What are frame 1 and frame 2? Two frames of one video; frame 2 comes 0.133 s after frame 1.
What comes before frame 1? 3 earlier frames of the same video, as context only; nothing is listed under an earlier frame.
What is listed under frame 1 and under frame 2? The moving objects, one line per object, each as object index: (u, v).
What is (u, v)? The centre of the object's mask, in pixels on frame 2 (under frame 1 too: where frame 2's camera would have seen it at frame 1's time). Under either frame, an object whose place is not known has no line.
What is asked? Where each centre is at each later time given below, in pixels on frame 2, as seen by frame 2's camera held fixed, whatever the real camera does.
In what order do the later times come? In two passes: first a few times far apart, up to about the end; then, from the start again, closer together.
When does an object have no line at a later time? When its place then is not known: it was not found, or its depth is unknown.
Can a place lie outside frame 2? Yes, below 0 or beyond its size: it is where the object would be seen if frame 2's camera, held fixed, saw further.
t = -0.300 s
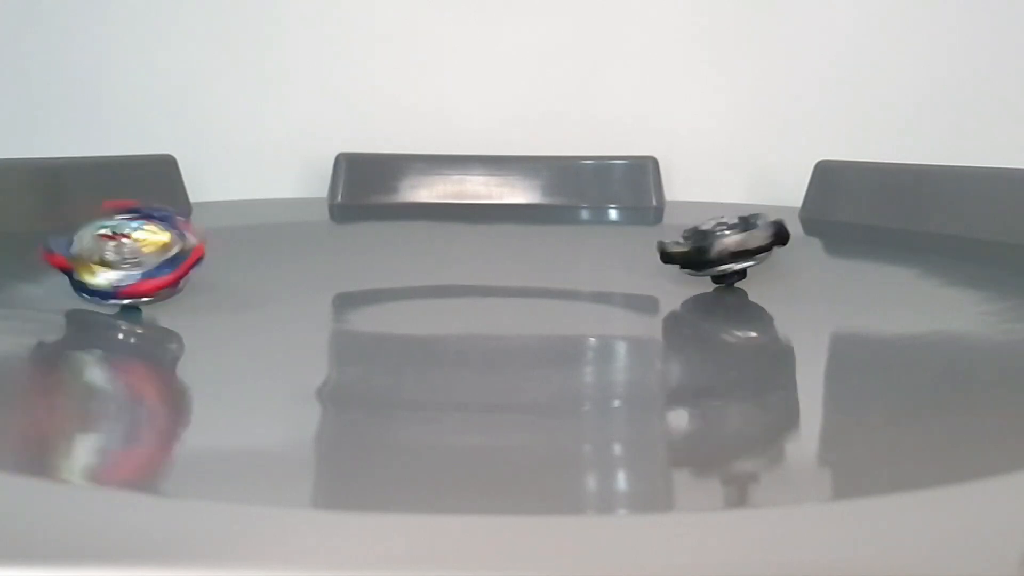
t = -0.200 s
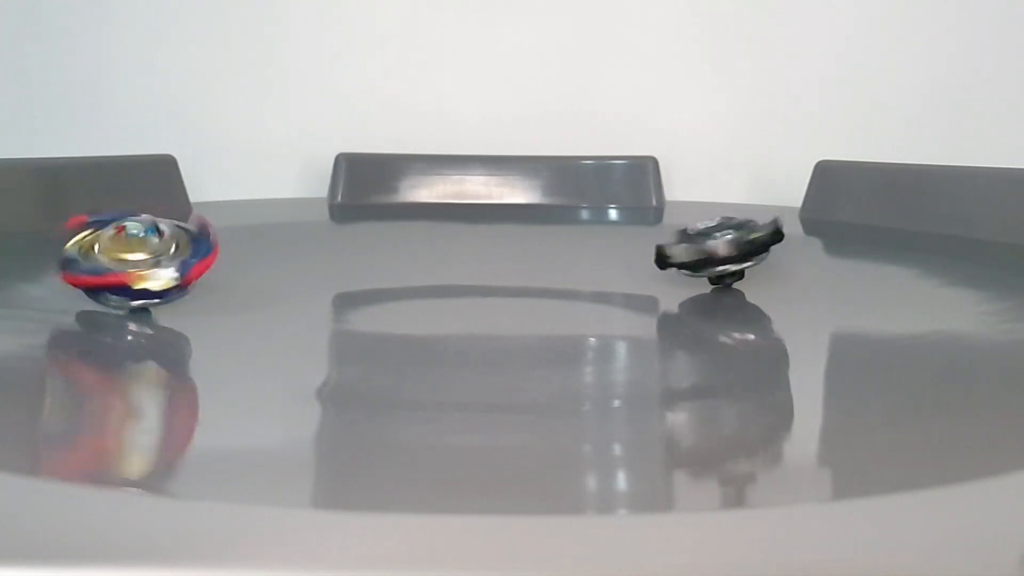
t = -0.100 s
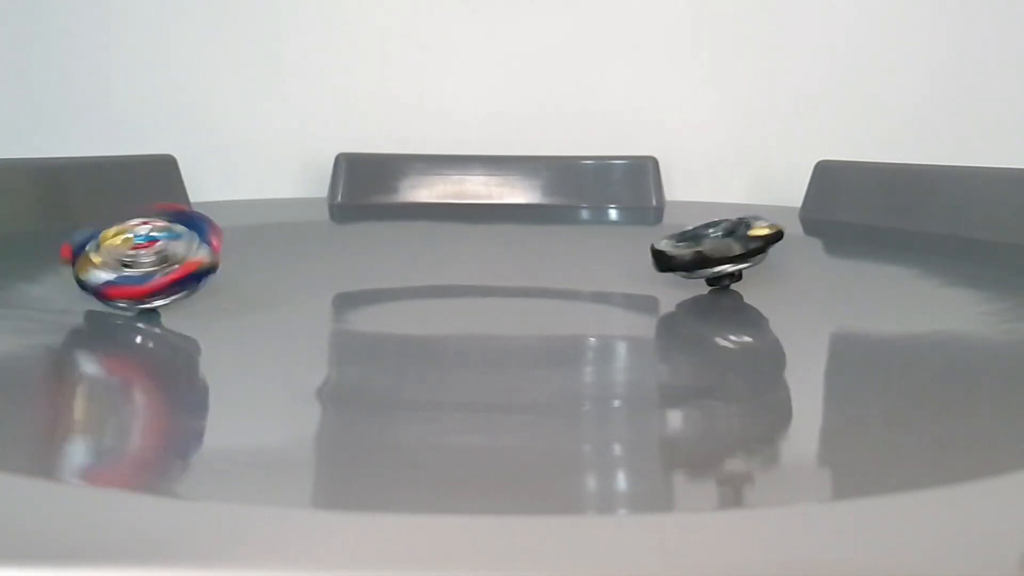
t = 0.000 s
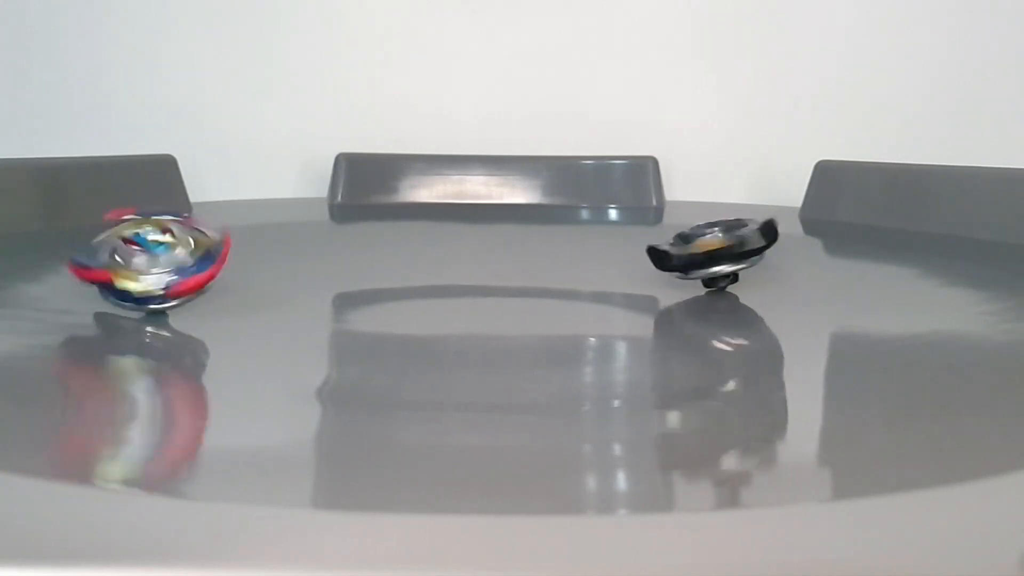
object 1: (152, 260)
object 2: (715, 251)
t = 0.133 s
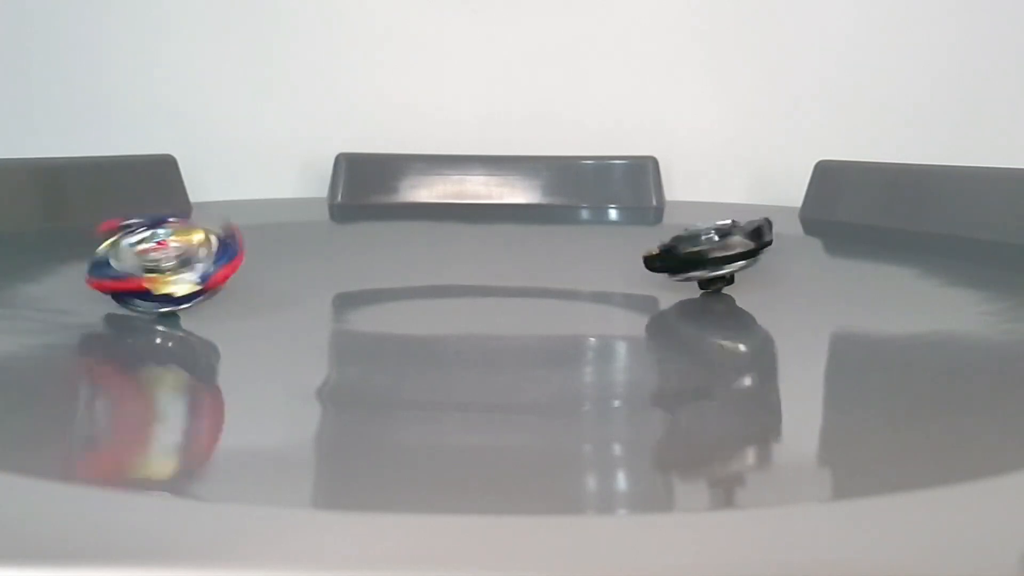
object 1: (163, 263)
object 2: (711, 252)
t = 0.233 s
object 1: (175, 264)
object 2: (708, 253)
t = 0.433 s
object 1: (189, 268)
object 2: (700, 256)
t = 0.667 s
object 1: (209, 268)
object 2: (694, 258)
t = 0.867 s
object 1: (227, 272)
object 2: (686, 260)
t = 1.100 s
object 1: (251, 274)
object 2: (678, 263)
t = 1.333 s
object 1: (276, 277)
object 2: (668, 264)
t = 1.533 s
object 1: (301, 280)
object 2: (663, 266)
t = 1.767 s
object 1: (332, 284)
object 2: (651, 267)
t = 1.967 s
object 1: (359, 286)
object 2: (644, 269)
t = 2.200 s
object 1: (390, 288)
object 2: (633, 270)
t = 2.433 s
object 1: (426, 289)
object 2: (622, 272)
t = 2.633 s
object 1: (457, 290)
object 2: (614, 272)
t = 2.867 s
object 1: (487, 293)
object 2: (610, 273)
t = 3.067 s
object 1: (470, 289)
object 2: (643, 271)
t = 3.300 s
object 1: (450, 294)
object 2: (679, 266)
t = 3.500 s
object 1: (431, 291)
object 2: (714, 261)
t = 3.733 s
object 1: (423, 291)
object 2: (737, 259)
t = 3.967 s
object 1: (414, 291)
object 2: (760, 254)
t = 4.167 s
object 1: (406, 290)
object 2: (778, 252)
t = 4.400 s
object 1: (403, 288)
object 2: (795, 248)
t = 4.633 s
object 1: (406, 289)
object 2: (805, 247)
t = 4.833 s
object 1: (410, 289)
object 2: (813, 242)
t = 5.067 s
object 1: (415, 289)
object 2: (819, 242)
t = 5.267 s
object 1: (415, 291)
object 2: (821, 241)
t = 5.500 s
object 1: (414, 291)
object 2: (820, 239)
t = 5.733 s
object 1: (413, 291)
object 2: (821, 238)
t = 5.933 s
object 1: (411, 292)
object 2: (820, 239)
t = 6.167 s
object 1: (413, 292)
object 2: (816, 238)
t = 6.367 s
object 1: (414, 292)
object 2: (815, 238)
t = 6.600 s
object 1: (415, 293)
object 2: (813, 240)
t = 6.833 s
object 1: (418, 292)
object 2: (810, 241)
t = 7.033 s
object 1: (419, 293)
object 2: (807, 241)
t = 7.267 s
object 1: (422, 293)
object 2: (804, 243)
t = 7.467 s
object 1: (422, 294)
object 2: (802, 244)
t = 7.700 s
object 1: (422, 295)
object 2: (797, 245)
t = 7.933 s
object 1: (423, 294)
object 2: (794, 247)
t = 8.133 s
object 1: (422, 296)
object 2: (790, 249)
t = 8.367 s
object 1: (424, 296)
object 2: (783, 251)
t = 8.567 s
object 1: (423, 297)
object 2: (777, 252)
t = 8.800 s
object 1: (425, 298)
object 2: (770, 255)
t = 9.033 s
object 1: (428, 298)
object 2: (763, 256)
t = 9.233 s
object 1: (429, 299)
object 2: (756, 259)
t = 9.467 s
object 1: (434, 299)
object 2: (747, 260)
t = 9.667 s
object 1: (436, 299)
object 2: (742, 260)
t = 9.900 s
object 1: (440, 301)
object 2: (734, 262)
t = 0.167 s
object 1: (167, 263)
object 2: (711, 253)
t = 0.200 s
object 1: (170, 263)
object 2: (710, 253)
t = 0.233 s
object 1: (175, 264)
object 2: (708, 253)
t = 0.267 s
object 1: (175, 266)
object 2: (705, 254)
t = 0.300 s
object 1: (177, 265)
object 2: (704, 255)
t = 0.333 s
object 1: (179, 264)
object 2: (704, 255)
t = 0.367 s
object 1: (184, 265)
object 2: (703, 255)
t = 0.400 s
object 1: (188, 266)
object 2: (701, 255)
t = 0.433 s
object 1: (189, 268)
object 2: (700, 256)
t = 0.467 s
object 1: (191, 267)
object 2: (700, 256)
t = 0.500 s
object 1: (194, 266)
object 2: (699, 256)
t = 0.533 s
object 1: (199, 267)
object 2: (699, 257)
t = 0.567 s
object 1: (202, 269)
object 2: (699, 257)
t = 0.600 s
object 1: (204, 270)
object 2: (697, 258)
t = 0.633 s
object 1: (205, 268)
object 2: (695, 258)
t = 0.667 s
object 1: (209, 268)
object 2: (694, 258)
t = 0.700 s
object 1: (212, 269)
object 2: (692, 259)
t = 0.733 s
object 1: (216, 271)
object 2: (691, 259)
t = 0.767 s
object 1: (218, 272)
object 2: (689, 259)
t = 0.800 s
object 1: (220, 270)
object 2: (688, 260)
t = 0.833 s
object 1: (223, 271)
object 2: (687, 260)
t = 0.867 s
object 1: (227, 272)
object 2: (686, 260)
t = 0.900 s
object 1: (230, 272)
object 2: (684, 261)
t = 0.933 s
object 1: (234, 272)
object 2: (683, 261)
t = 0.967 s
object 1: (236, 273)
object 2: (683, 261)
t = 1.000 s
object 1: (240, 274)
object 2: (682, 261)
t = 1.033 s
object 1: (244, 275)
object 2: (681, 261)
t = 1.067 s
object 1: (247, 275)
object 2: (681, 262)
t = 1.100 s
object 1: (251, 274)
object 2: (678, 263)
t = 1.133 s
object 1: (254, 275)
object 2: (677, 262)
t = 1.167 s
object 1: (258, 276)
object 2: (676, 262)
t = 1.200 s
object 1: (262, 277)
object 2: (674, 263)
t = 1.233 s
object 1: (266, 278)
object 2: (672, 264)
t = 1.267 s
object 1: (268, 278)
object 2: (671, 264)
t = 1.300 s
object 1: (272, 278)
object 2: (669, 264)
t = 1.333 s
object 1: (276, 277)
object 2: (668, 264)
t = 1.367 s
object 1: (281, 278)
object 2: (667, 265)
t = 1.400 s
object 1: (285, 279)
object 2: (665, 265)
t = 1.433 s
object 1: (289, 280)
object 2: (664, 265)
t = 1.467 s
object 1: (293, 279)
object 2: (663, 265)
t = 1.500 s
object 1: (296, 280)
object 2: (663, 265)
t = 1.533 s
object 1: (301, 280)
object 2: (663, 266)
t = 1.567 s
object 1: (306, 281)
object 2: (660, 267)
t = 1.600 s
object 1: (310, 281)
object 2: (659, 267)
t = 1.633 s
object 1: (313, 281)
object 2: (658, 266)
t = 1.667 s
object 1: (317, 282)
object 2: (657, 266)
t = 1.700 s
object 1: (322, 282)
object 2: (655, 266)
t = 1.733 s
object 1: (327, 284)
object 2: (653, 267)
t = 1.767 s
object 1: (332, 284)
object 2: (651, 267)
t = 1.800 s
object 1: (335, 285)
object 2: (649, 268)
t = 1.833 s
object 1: (339, 284)
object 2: (648, 268)
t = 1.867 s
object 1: (344, 284)
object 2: (648, 268)
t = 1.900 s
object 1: (349, 284)
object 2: (646, 269)
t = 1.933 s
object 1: (355, 285)
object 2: (644, 269)
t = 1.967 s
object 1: (359, 286)
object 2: (644, 269)
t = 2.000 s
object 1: (362, 286)
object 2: (644, 269)
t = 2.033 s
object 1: (367, 285)
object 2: (643, 269)
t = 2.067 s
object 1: (372, 286)
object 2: (639, 271)
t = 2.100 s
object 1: (378, 286)
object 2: (638, 270)
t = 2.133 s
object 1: (383, 287)
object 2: (637, 269)
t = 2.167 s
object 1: (387, 288)
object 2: (635, 269)
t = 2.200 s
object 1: (390, 288)
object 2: (633, 270)
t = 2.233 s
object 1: (396, 287)
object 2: (631, 270)
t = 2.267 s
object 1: (401, 289)
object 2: (629, 271)
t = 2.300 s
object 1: (407, 289)
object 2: (627, 271)
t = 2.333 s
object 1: (412, 290)
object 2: (626, 271)
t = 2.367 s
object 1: (415, 290)
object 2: (626, 271)
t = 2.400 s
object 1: (420, 289)
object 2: (623, 272)
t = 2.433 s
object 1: (426, 289)
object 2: (622, 272)
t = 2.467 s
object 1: (432, 290)
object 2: (622, 271)
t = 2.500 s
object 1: (438, 291)
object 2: (622, 272)
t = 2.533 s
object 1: (443, 291)
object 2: (619, 272)
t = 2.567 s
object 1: (447, 292)
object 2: (615, 273)
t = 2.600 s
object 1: (451, 290)
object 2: (615, 272)
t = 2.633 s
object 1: (457, 290)
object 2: (614, 272)
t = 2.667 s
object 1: (463, 291)
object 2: (611, 272)
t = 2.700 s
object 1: (470, 292)
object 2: (609, 272)
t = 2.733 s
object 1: (474, 293)
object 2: (608, 272)
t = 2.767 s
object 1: (479, 292)
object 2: (607, 273)
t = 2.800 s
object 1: (484, 292)
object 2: (605, 272)
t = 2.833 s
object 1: (488, 292)
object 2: (605, 274)
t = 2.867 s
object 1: (487, 293)
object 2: (610, 273)
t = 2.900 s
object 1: (485, 291)
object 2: (615, 274)
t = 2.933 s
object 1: (482, 290)
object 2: (619, 273)
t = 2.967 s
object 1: (478, 289)
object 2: (626, 271)
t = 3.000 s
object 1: (476, 289)
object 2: (632, 271)
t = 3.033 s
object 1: (473, 289)
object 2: (638, 271)
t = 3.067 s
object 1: (470, 289)
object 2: (643, 271)
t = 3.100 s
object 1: (466, 289)
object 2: (649, 269)
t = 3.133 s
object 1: (463, 290)
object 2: (654, 268)
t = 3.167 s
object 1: (461, 292)
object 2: (658, 268)
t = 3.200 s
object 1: (459, 293)
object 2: (664, 267)
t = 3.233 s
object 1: (456, 293)
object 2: (669, 267)
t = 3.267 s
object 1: (454, 293)
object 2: (675, 266)
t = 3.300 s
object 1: (450, 294)
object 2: (679, 266)
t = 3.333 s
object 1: (447, 293)
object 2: (683, 266)
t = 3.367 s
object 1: (444, 292)
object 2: (688, 266)
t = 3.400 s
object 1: (441, 291)
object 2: (692, 265)
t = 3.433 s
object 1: (438, 291)
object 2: (697, 265)
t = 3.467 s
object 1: (436, 291)
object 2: (703, 264)
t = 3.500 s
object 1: (431, 291)
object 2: (714, 261)
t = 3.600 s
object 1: (429, 291)
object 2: (720, 261)
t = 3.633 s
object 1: (428, 290)
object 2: (724, 260)
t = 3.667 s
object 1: (426, 290)
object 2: (728, 259)
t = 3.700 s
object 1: (425, 291)
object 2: (733, 259)
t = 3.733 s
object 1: (423, 291)
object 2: (737, 259)
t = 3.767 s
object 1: (421, 291)
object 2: (741, 260)
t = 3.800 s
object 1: (418, 291)
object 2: (744, 259)
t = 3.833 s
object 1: (417, 290)
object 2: (748, 258)
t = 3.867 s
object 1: (416, 291)
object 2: (751, 257)
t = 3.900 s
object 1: (416, 291)
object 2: (754, 256)
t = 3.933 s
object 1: (416, 291)
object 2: (758, 255)
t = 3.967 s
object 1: (414, 291)
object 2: (760, 254)
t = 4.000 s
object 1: (411, 291)
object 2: (765, 253)
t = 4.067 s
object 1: (410, 291)
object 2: (768, 252)
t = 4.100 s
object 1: (408, 291)
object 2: (772, 253)
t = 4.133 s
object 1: (406, 290)
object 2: (775, 252)
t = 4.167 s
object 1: (406, 290)
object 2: (778, 252)
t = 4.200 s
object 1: (406, 289)
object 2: (779, 251)
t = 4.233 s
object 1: (405, 289)
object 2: (781, 250)
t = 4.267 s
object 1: (405, 289)
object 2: (784, 250)
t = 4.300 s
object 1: (404, 288)
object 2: (788, 249)
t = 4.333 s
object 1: (404, 288)
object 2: (789, 248)
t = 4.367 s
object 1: (403, 288)
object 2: (791, 248)
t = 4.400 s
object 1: (403, 288)
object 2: (795, 248)
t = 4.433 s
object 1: (403, 289)
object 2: (797, 247)
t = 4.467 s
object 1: (403, 289)
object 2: (798, 247)
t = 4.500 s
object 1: (402, 289)
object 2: (799, 247)
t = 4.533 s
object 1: (402, 289)
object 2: (801, 247)
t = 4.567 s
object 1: (404, 289)
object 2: (803, 247)
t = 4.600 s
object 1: (405, 289)
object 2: (804, 247)
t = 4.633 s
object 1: (406, 289)
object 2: (805, 247)
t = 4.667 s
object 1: (407, 288)
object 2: (806, 245)
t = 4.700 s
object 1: (408, 288)
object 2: (807, 245)
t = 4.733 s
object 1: (409, 288)
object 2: (808, 244)
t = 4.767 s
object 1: (410, 288)
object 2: (811, 244)
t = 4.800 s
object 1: (410, 288)
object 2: (812, 243)
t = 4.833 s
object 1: (410, 289)
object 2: (813, 242)
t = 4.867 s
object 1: (410, 289)
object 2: (812, 242)
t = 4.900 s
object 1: (410, 289)
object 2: (812, 241)
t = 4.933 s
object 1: (412, 289)
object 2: (813, 242)
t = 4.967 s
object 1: (413, 289)
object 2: (816, 242)
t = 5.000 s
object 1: (414, 289)
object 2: (816, 242)
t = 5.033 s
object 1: (415, 289)
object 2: (817, 242)
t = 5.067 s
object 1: (415, 289)
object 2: (819, 242)
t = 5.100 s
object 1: (415, 290)
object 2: (819, 242)
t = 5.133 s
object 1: (415, 290)
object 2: (819, 242)
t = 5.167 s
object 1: (415, 290)
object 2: (819, 241)
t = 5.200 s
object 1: (414, 290)
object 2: (819, 241)
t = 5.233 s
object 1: (414, 290)
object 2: (820, 241)
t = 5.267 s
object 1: (415, 291)
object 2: (821, 241)
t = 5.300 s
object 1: (415, 291)
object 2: (820, 241)
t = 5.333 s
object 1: (416, 291)
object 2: (819, 241)
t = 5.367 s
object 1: (416, 291)
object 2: (818, 240)
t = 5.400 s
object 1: (415, 291)
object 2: (818, 240)
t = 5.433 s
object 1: (415, 291)
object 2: (820, 240)
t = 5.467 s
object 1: (414, 291)
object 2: (820, 240)
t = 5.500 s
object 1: (414, 291)
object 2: (820, 239)
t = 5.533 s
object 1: (413, 290)
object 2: (818, 239)
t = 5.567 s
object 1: (413, 290)
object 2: (818, 239)
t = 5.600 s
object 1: (413, 290)
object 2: (819, 239)
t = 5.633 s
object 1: (413, 290)
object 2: (820, 239)
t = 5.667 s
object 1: (413, 291)
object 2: (819, 238)
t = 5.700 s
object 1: (414, 291)
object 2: (820, 238)
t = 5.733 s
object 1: (413, 291)
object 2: (821, 238)
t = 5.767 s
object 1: (413, 291)
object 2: (821, 238)
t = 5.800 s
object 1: (412, 291)
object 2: (820, 239)
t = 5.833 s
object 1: (412, 292)
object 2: (819, 239)
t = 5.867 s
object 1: (411, 292)
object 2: (818, 239)
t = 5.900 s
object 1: (411, 292)
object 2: (819, 239)
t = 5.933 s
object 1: (411, 292)
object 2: (820, 239)
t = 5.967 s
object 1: (412, 292)
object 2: (819, 239)
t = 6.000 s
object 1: (413, 291)
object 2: (817, 239)
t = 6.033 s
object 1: (413, 291)
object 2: (816, 239)
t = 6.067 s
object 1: (414, 291)
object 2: (816, 239)
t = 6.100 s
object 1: (413, 292)
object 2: (817, 238)
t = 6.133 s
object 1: (413, 292)
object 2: (817, 239)
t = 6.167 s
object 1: (413, 292)
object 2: (816, 238)
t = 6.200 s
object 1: (413, 293)
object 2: (815, 239)
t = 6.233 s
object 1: (412, 293)
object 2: (815, 238)
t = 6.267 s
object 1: (412, 293)
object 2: (815, 238)
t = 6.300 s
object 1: (413, 293)
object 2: (815, 239)
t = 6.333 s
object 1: (413, 292)
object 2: (815, 238)
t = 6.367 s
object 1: (414, 292)
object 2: (815, 238)
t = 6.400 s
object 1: (415, 292)
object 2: (816, 238)
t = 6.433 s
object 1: (415, 291)
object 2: (815, 239)
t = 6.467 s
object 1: (415, 291)
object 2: (814, 239)
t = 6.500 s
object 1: (415, 291)
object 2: (813, 240)
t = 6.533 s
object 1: (416, 292)
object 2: (813, 240)
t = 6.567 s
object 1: (416, 292)
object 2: (813, 240)
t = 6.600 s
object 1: (415, 293)
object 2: (813, 240)
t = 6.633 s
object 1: (415, 293)
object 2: (812, 240)
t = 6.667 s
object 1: (416, 293)
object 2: (810, 240)
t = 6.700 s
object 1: (417, 292)
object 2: (809, 240)
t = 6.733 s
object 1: (418, 292)
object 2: (809, 240)
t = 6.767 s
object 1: (418, 292)
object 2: (809, 240)
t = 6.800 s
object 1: (418, 292)
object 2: (810, 240)
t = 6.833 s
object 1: (418, 292)
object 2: (810, 241)
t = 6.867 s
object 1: (419, 292)
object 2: (807, 241)
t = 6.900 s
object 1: (419, 292)
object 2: (806, 240)
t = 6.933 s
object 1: (419, 293)
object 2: (806, 241)
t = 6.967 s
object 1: (418, 293)
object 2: (807, 241)
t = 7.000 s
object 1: (418, 293)
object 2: (807, 241)
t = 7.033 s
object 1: (419, 293)
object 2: (807, 241)
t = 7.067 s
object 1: (420, 293)
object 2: (807, 241)
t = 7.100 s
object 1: (420, 293)
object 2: (807, 241)
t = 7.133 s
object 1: (420, 293)
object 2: (807, 241)
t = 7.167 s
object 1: (421, 293)
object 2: (806, 242)
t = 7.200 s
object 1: (422, 292)
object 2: (804, 243)
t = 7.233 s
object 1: (422, 292)
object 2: (804, 243)
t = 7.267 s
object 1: (422, 293)
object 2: (804, 243)
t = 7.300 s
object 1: (422, 293)
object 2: (804, 243)
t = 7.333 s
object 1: (420, 294)
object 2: (802, 244)
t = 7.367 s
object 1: (420, 294)
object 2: (801, 244)
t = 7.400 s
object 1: (420, 294)
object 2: (800, 244)
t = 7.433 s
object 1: (421, 294)
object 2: (800, 244)
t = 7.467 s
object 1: (422, 294)
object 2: (802, 244)
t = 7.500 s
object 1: (422, 294)
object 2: (802, 245)
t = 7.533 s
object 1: (422, 293)
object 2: (800, 244)
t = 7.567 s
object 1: (423, 293)
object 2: (798, 244)
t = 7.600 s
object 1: (423, 293)
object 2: (798, 244)
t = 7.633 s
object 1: (423, 294)
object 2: (798, 245)
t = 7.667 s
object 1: (423, 294)
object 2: (798, 245)
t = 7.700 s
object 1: (422, 295)
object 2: (797, 245)
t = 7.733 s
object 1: (421, 295)
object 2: (797, 245)
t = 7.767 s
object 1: (422, 295)
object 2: (798, 246)
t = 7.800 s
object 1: (423, 295)
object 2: (797, 246)
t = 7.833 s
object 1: (423, 295)
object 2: (796, 246)
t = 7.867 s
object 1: (423, 295)
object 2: (795, 247)
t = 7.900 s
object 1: (423, 295)
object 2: (794, 247)
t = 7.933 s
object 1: (423, 294)
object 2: (794, 247)
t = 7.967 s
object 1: (424, 294)
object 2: (794, 248)
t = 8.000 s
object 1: (424, 294)
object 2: (793, 247)
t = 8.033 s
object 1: (423, 295)
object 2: (791, 248)
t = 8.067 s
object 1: (422, 295)
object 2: (789, 248)
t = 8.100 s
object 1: (421, 296)
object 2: (789, 248)
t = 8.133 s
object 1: (422, 296)
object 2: (790, 249)
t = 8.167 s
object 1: (423, 296)
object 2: (789, 249)
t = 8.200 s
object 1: (423, 296)
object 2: (788, 249)
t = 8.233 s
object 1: (423, 296)
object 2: (785, 249)
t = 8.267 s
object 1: (424, 295)
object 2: (784, 250)
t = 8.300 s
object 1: (424, 295)
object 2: (783, 250)
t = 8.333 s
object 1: (424, 295)
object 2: (784, 251)
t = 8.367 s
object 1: (424, 296)
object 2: (783, 251)
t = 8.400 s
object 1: (423, 297)
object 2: (782, 251)
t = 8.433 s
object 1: (423, 297)
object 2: (782, 251)
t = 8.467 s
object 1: (421, 297)
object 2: (782, 251)
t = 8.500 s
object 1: (422, 297)
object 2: (780, 251)
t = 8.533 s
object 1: (423, 297)
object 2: (778, 252)
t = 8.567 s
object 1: (423, 297)
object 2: (777, 252)
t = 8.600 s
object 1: (424, 297)
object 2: (777, 253)
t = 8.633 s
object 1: (424, 296)
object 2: (777, 253)
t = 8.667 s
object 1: (425, 296)
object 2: (775, 253)
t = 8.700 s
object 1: (425, 297)
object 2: (773, 253)
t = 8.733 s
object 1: (425, 297)
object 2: (771, 254)
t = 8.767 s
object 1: (426, 298)
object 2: (770, 254)
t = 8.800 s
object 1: (425, 298)
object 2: (770, 255)
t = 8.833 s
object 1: (424, 298)
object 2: (770, 255)
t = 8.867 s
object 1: (424, 298)
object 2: (769, 255)
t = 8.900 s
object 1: (426, 298)
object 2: (767, 255)
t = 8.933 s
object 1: (427, 298)
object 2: (764, 256)
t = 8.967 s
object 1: (427, 298)
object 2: (764, 256)
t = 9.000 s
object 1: (427, 298)
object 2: (764, 256)
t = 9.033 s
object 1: (428, 298)
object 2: (763, 256)
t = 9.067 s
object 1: (429, 298)
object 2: (762, 257)
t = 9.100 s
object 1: (429, 298)
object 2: (761, 257)
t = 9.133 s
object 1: (430, 298)
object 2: (761, 257)
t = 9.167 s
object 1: (429, 299)
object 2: (760, 258)
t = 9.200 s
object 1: (428, 299)
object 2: (758, 258)
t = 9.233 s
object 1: (429, 299)
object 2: (756, 259)
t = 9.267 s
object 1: (430, 299)
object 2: (755, 259)
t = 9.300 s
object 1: (431, 299)
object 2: (754, 259)
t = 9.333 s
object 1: (432, 299)
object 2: (753, 259)
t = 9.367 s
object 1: (433, 299)
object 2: (751, 259)
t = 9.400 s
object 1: (434, 299)
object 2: (750, 259)
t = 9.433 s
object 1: (434, 299)
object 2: (749, 260)
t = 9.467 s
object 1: (434, 299)
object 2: (747, 260)
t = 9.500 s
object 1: (435, 300)
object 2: (747, 260)
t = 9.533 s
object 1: (434, 300)
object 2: (747, 260)
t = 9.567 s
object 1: (434, 300)
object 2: (746, 260)
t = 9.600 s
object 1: (434, 300)
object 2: (743, 260)
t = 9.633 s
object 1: (436, 300)
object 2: (742, 261)
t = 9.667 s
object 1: (436, 299)
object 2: (742, 260)
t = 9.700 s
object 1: (437, 299)
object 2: (741, 260)
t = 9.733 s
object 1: (438, 299)
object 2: (740, 261)
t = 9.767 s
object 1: (439, 299)
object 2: (739, 261)
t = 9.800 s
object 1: (439, 299)
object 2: (739, 261)
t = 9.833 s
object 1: (439, 300)
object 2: (737, 262)
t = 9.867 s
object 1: (440, 300)
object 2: (735, 262)
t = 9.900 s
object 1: (440, 301)
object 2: (734, 262)
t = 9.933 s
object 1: (439, 301)
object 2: (733, 261)
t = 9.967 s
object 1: (440, 301)
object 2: (733, 262)
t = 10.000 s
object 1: (442, 301)
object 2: (731, 262)
